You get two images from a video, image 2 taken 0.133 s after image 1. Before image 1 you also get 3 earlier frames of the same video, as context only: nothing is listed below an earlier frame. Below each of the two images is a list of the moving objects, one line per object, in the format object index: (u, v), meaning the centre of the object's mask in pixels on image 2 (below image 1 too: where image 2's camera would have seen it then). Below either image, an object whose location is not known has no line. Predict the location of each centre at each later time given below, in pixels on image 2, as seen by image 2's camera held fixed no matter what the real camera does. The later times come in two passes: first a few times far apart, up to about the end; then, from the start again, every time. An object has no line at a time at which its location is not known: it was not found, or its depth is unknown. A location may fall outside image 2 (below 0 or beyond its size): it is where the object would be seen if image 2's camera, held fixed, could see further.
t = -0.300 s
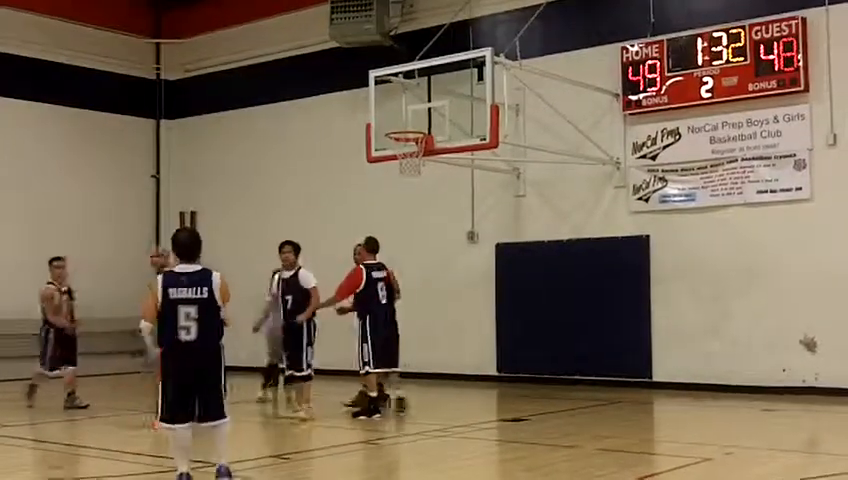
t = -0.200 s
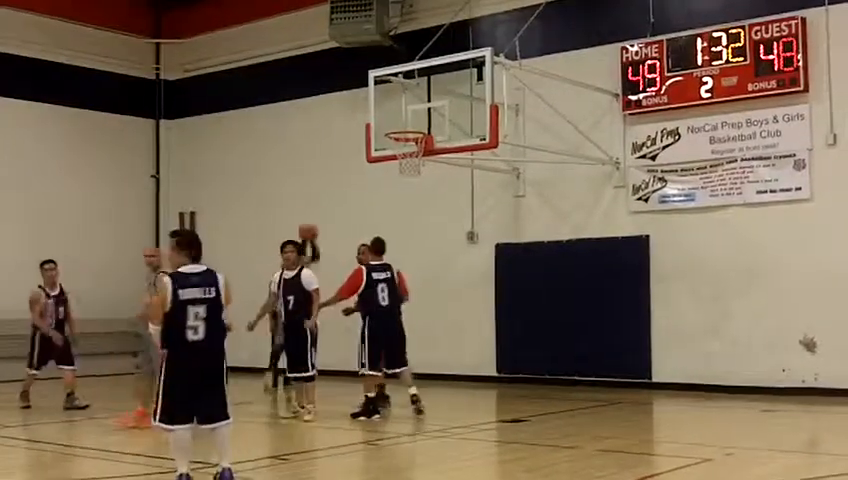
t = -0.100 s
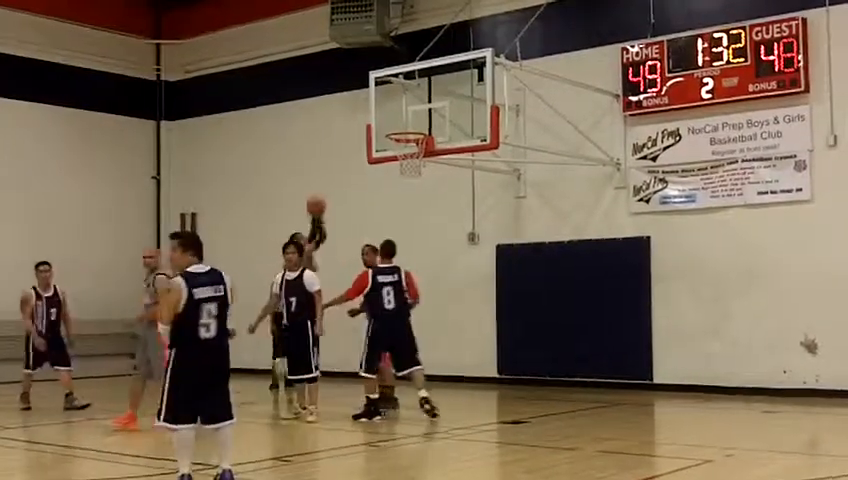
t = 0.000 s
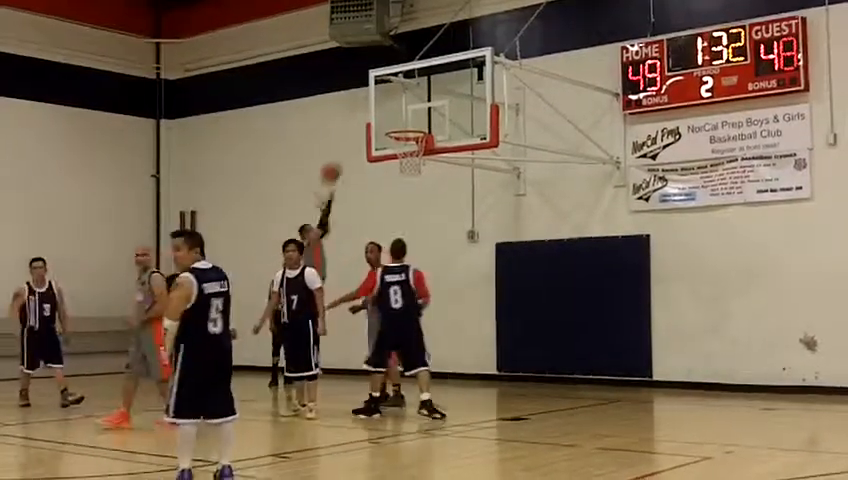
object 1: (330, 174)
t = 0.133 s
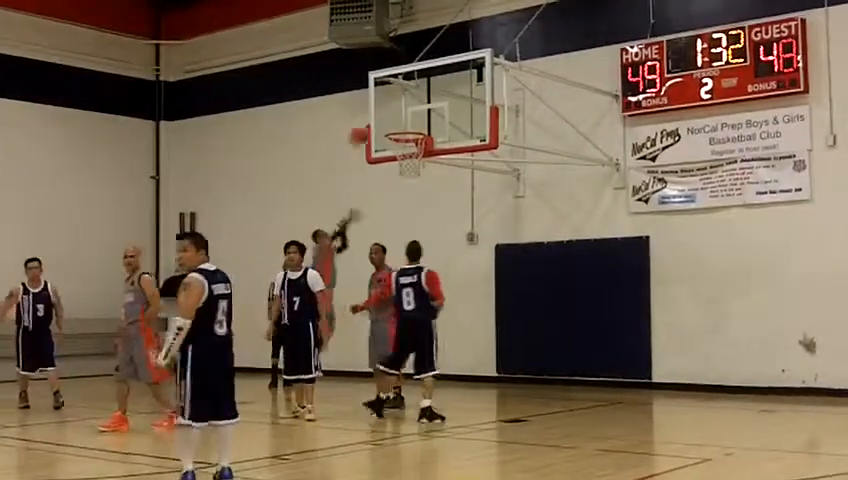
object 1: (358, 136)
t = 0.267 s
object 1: (388, 110)
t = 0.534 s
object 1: (391, 120)
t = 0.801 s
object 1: (411, 130)
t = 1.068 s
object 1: (406, 161)
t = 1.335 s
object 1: (403, 194)
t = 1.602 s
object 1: (403, 284)
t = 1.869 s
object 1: (403, 373)
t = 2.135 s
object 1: (406, 288)
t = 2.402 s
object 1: (409, 266)
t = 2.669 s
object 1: (413, 308)
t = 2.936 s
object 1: (416, 396)
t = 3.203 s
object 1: (417, 329)
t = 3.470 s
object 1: (417, 328)
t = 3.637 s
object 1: (418, 361)
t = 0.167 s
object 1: (366, 127)
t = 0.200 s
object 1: (373, 120)
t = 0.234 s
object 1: (382, 113)
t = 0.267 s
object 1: (388, 110)
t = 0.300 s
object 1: (388, 108)
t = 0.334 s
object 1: (388, 107)
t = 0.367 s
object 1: (388, 107)
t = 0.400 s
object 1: (389, 107)
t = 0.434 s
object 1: (389, 108)
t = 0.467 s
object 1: (390, 112)
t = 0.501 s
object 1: (390, 116)
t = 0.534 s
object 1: (391, 120)
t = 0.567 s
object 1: (391, 125)
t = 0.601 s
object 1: (391, 125)
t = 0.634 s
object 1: (396, 124)
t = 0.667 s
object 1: (400, 125)
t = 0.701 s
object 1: (404, 126)
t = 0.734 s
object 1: (407, 128)
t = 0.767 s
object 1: (411, 130)
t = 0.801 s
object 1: (411, 130)
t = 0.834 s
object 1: (411, 131)
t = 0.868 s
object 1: (409, 133)
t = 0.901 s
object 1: (409, 139)
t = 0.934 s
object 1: (408, 143)
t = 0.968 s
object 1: (406, 147)
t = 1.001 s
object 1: (406, 162)
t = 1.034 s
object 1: (405, 161)
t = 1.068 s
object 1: (406, 161)
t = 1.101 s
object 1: (405, 162)
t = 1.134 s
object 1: (404, 167)
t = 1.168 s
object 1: (403, 168)
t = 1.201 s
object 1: (403, 171)
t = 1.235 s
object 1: (404, 173)
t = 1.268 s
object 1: (404, 179)
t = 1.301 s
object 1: (403, 185)
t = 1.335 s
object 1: (403, 194)
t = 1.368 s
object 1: (403, 202)
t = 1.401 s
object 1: (403, 209)
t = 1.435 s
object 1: (403, 219)
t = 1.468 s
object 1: (403, 230)
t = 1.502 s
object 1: (403, 242)
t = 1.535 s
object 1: (403, 255)
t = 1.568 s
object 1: (403, 269)
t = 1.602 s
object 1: (403, 284)
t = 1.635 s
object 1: (403, 301)
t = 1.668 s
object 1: (403, 318)
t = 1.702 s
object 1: (403, 337)
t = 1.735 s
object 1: (402, 355)
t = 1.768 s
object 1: (402, 374)
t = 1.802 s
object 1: (403, 396)
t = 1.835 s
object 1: (404, 390)
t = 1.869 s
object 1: (403, 373)
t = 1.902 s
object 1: (404, 359)
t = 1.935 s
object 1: (404, 345)
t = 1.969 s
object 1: (405, 334)
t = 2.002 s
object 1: (405, 322)
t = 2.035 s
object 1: (405, 312)
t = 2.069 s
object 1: (406, 303)
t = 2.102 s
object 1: (406, 295)
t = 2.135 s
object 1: (406, 288)
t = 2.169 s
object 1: (406, 282)
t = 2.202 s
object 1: (406, 277)
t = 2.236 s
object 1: (407, 273)
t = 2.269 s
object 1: (408, 269)
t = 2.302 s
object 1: (408, 267)
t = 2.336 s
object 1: (408, 266)
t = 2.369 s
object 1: (408, 266)
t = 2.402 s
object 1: (409, 266)
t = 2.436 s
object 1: (409, 268)
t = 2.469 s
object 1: (410, 270)
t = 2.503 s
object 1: (410, 274)
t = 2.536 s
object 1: (411, 278)
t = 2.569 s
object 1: (411, 284)
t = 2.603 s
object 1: (412, 291)
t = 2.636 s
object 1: (412, 299)
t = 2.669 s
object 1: (413, 308)
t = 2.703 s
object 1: (413, 318)
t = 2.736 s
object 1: (414, 329)
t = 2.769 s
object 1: (414, 341)
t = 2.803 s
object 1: (415, 354)
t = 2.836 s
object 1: (416, 368)
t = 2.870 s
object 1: (416, 384)
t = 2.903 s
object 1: (417, 401)
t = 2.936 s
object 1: (416, 396)
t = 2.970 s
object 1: (415, 385)
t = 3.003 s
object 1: (417, 373)
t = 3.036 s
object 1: (417, 361)
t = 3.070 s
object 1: (417, 353)
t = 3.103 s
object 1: (417, 345)
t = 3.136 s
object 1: (417, 339)
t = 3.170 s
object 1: (417, 333)
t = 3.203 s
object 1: (417, 329)
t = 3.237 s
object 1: (417, 325)
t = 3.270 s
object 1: (417, 322)
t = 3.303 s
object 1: (417, 321)
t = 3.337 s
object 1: (417, 320)
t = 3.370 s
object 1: (417, 320)
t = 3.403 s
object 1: (417, 322)
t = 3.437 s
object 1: (417, 325)
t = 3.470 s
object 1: (417, 328)
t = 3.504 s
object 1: (417, 333)
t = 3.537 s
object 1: (418, 338)
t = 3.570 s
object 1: (418, 345)
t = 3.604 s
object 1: (418, 352)
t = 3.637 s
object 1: (418, 361)
